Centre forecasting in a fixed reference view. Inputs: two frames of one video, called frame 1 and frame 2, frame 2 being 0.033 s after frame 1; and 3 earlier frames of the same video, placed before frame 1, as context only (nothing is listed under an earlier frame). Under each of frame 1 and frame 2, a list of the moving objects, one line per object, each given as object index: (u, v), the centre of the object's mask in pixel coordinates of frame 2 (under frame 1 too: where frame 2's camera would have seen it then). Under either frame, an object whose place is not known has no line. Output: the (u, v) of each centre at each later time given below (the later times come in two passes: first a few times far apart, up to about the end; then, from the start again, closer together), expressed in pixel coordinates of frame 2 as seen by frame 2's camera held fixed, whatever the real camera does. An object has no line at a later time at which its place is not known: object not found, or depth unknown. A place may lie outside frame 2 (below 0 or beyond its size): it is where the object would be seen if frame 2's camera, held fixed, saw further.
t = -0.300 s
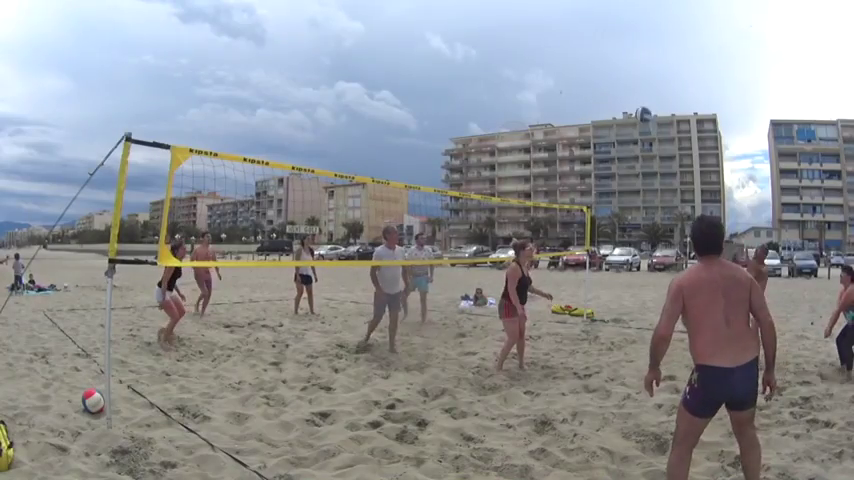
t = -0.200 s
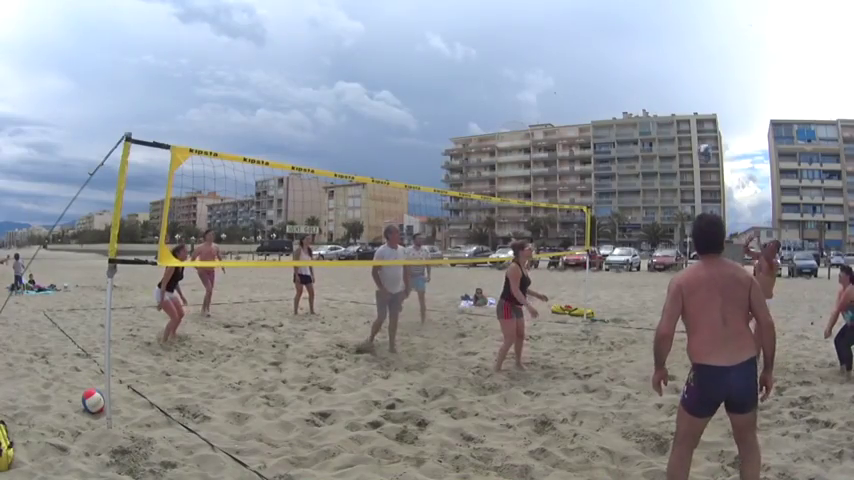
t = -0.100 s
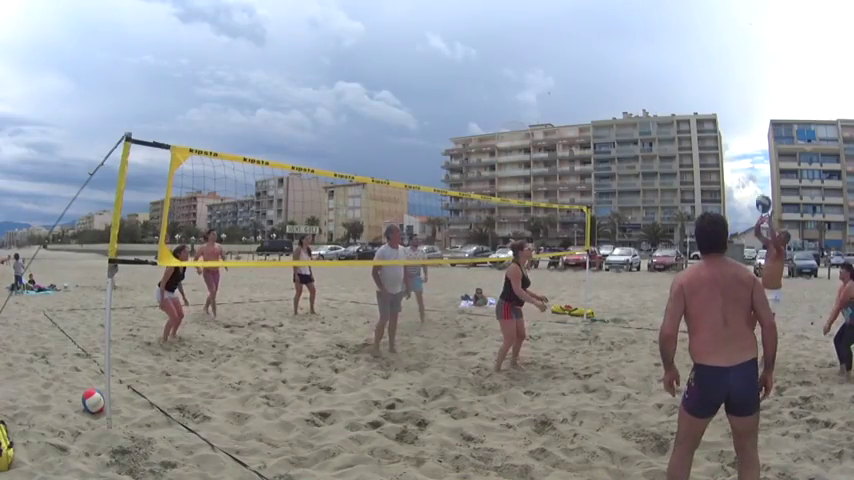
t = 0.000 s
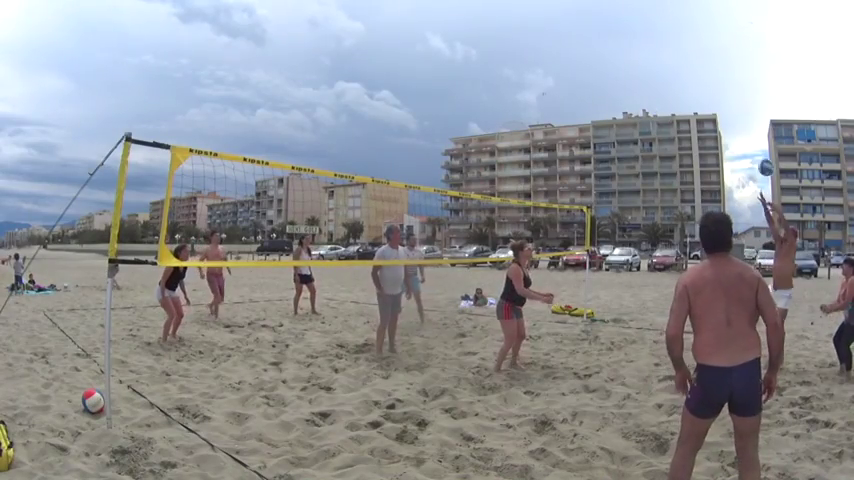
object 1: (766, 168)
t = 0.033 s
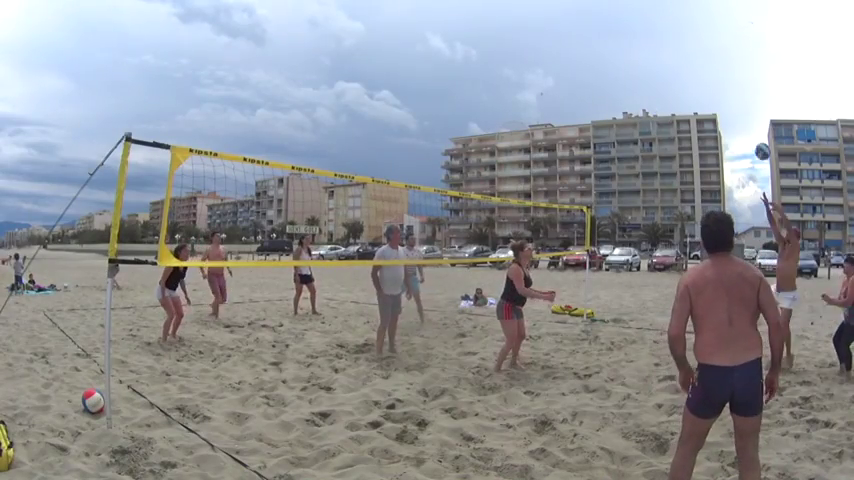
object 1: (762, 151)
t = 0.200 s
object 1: (745, 89)
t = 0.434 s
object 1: (721, 41)
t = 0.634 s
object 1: (707, 33)
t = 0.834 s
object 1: (698, 53)
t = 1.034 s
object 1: (692, 105)
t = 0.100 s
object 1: (755, 123)
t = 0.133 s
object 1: (752, 110)
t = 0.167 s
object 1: (748, 99)
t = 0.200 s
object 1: (745, 89)
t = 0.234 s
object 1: (741, 79)
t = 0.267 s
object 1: (737, 71)
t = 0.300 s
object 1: (734, 63)
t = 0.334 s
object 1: (730, 56)
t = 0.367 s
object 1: (727, 50)
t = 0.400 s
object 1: (724, 45)
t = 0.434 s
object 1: (721, 41)
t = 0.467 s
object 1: (719, 38)
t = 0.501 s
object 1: (716, 35)
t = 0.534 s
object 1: (714, 34)
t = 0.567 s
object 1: (712, 33)
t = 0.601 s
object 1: (709, 33)
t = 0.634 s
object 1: (707, 33)
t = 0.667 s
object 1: (705, 35)
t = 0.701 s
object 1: (704, 37)
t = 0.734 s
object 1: (702, 40)
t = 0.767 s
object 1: (700, 43)
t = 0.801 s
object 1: (699, 48)
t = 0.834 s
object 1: (698, 53)
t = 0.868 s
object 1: (697, 59)
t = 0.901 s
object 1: (696, 66)
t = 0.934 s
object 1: (695, 74)
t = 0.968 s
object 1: (694, 84)
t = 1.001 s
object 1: (693, 94)
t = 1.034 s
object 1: (692, 105)
